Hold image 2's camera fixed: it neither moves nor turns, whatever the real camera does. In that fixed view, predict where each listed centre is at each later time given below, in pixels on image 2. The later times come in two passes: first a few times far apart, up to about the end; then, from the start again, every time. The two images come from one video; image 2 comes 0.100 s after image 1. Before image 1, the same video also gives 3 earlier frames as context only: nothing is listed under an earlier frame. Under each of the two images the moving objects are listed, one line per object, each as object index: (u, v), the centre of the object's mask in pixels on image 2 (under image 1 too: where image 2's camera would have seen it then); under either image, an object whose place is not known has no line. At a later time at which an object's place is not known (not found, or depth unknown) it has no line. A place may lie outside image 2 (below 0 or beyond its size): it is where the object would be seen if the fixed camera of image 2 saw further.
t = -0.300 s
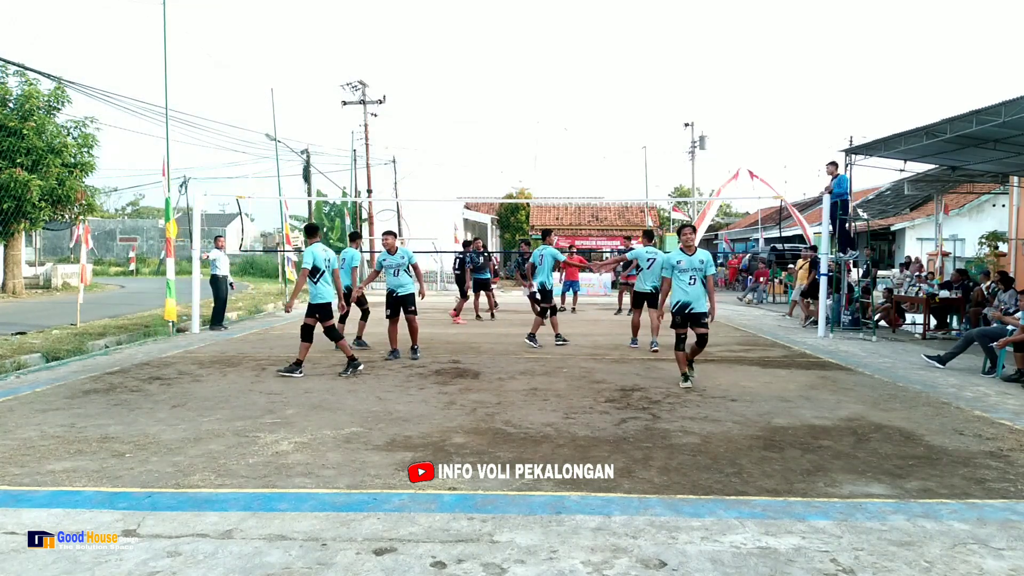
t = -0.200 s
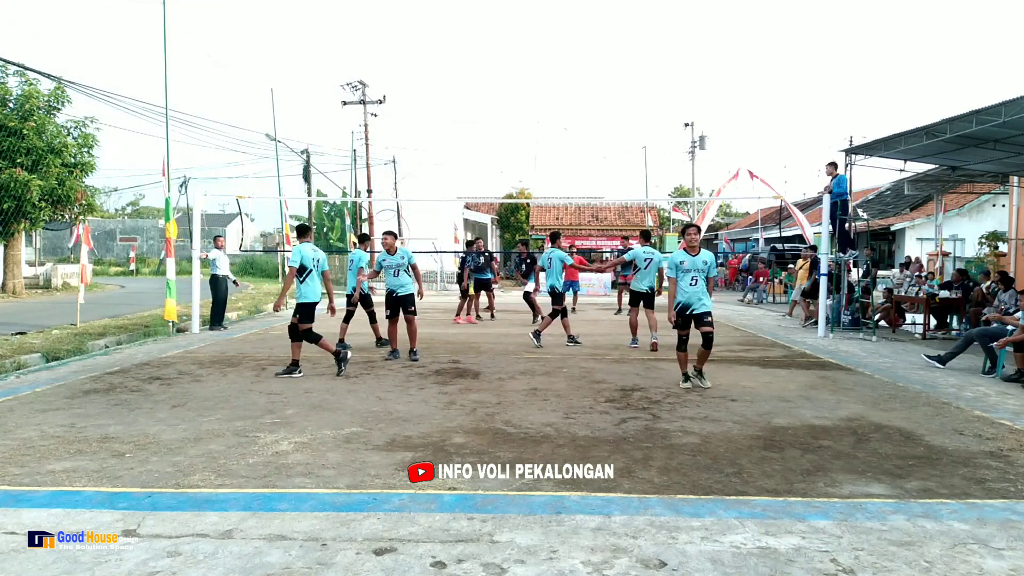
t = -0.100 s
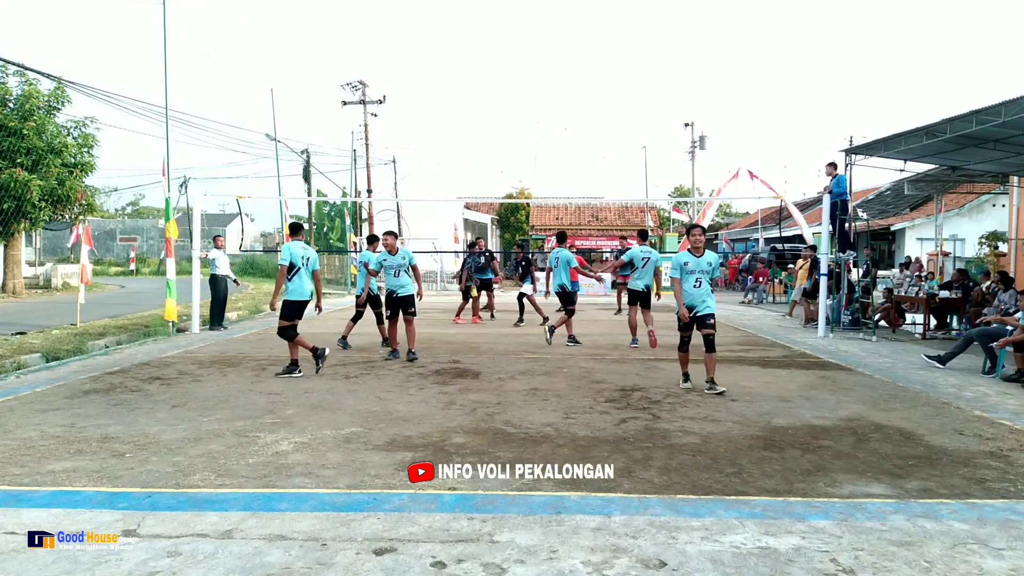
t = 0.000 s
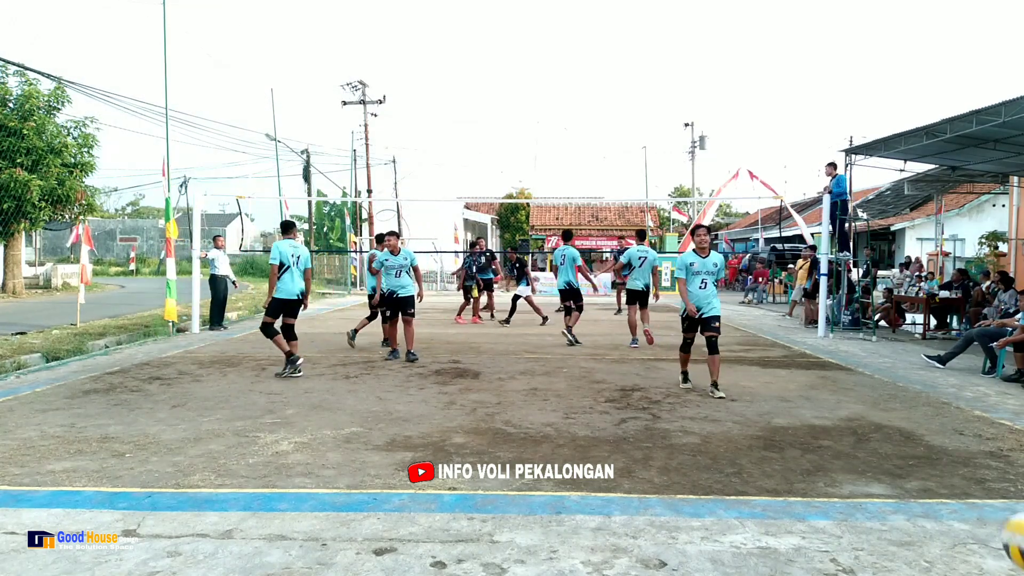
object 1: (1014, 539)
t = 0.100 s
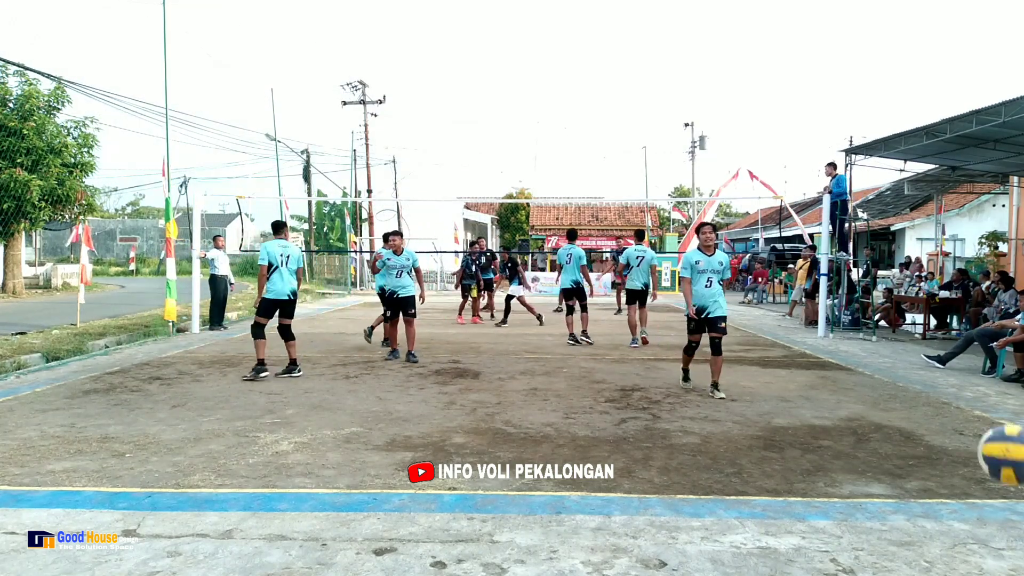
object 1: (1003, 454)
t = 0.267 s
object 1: (970, 377)
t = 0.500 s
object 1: (916, 390)
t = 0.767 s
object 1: (862, 533)
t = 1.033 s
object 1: (821, 398)
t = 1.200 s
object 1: (797, 385)
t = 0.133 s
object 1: (1000, 433)
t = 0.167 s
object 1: (994, 414)
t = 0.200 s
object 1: (987, 398)
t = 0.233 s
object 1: (978, 387)
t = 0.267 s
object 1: (970, 377)
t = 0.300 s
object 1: (962, 371)
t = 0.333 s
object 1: (954, 367)
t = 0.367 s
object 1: (946, 367)
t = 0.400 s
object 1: (939, 369)
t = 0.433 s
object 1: (931, 374)
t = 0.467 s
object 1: (924, 381)
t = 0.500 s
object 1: (916, 390)
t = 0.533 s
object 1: (908, 402)
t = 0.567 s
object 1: (901, 416)
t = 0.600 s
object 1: (895, 432)
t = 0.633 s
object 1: (888, 450)
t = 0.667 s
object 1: (880, 469)
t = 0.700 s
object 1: (874, 491)
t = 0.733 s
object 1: (868, 515)
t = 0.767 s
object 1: (862, 533)
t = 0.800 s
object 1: (857, 506)
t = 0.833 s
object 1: (851, 484)
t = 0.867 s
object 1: (846, 463)
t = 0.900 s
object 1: (840, 445)
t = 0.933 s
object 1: (836, 431)
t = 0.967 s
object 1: (831, 417)
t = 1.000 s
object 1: (826, 406)
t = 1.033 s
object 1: (821, 398)
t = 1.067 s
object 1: (816, 391)
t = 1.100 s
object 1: (811, 386)
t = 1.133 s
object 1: (807, 384)
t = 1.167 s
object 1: (802, 384)
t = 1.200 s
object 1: (797, 385)
